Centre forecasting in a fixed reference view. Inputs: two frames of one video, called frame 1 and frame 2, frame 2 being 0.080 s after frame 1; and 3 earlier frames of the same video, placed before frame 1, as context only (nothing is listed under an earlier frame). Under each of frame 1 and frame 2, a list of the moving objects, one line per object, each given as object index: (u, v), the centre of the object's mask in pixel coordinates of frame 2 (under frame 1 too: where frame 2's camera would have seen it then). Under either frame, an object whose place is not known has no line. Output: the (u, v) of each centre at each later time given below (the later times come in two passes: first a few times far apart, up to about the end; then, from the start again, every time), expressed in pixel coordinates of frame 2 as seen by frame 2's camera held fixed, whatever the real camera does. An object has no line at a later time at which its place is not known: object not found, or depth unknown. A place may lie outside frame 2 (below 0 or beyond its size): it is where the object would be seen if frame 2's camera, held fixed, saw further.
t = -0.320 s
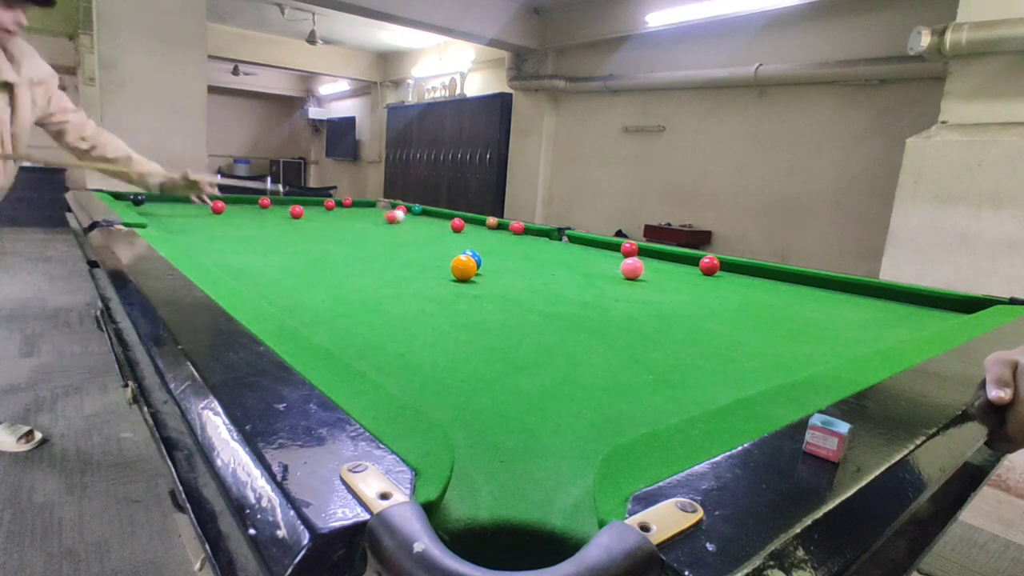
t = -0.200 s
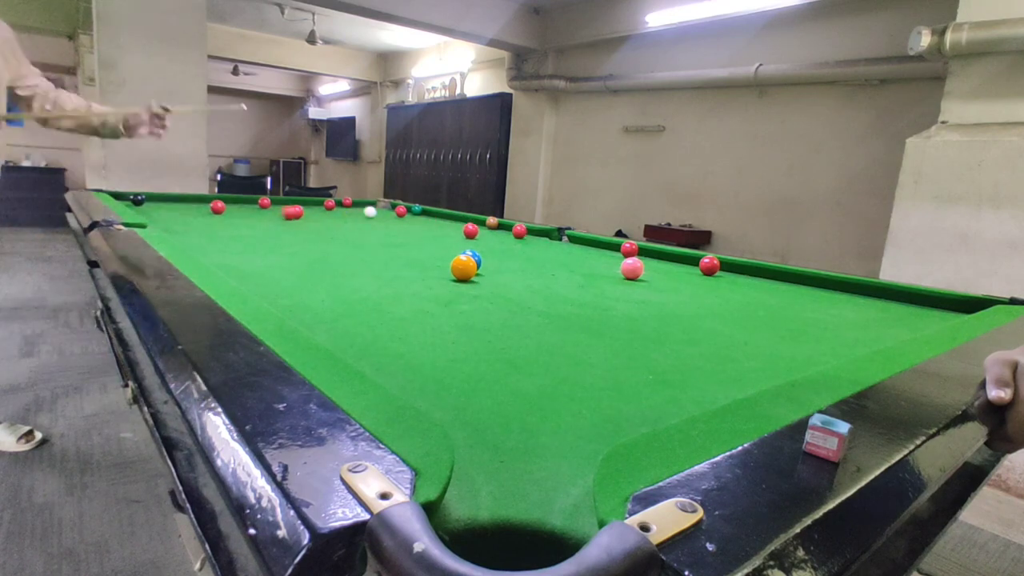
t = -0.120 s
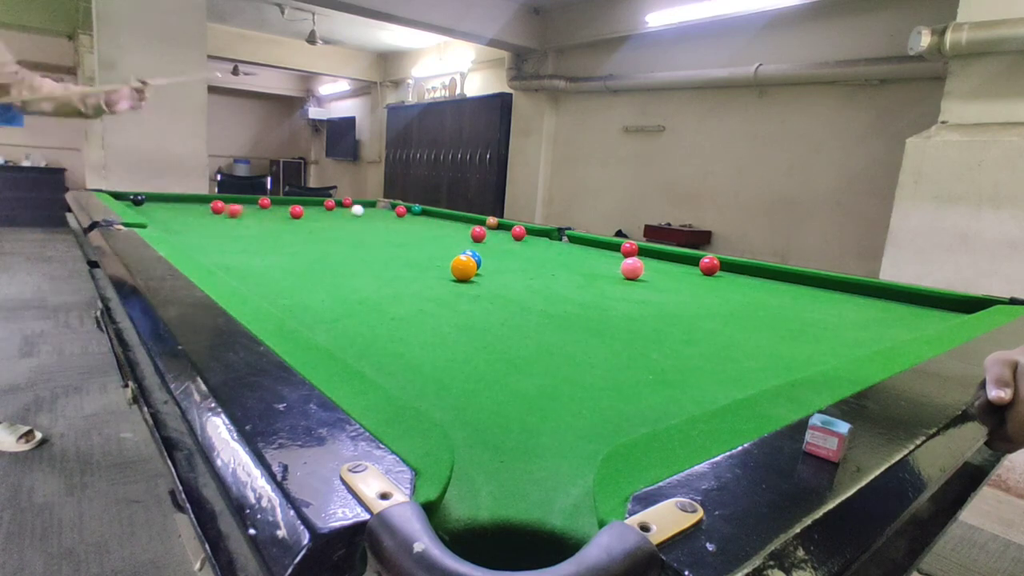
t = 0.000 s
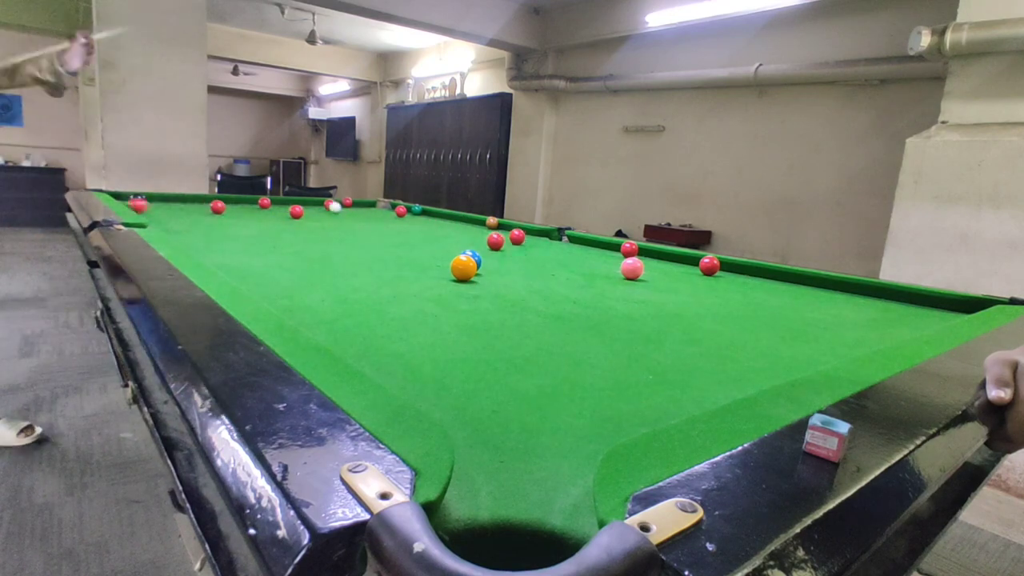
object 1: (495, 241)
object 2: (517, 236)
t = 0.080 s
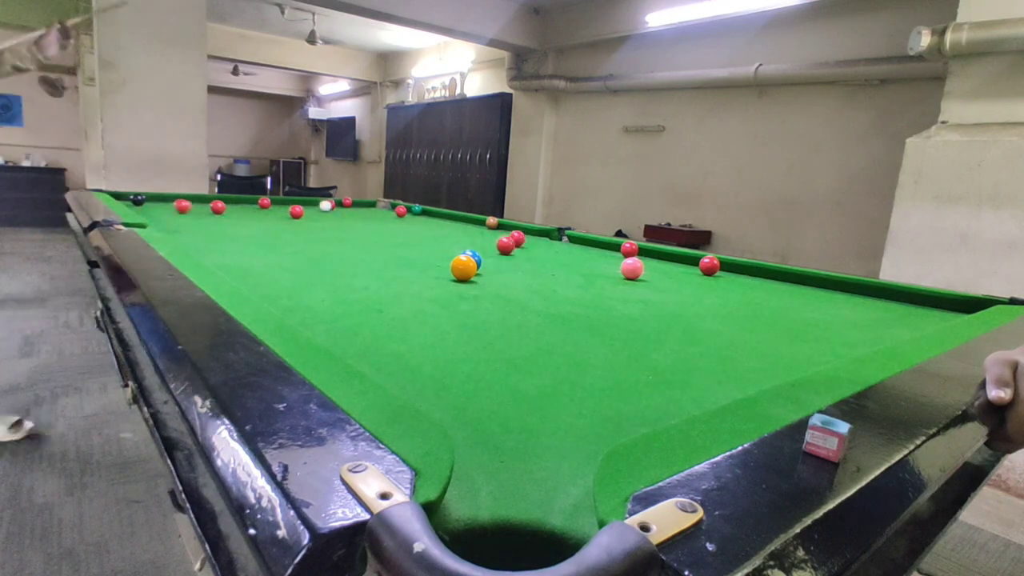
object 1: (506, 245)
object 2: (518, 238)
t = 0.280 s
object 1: (542, 259)
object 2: (517, 245)
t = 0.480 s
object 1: (589, 275)
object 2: (522, 253)
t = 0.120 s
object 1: (514, 249)
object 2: (518, 236)
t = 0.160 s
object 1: (519, 251)
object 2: (516, 238)
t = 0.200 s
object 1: (529, 254)
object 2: (516, 242)
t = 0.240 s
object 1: (536, 256)
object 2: (517, 244)
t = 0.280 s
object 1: (542, 259)
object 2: (517, 245)
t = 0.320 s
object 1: (553, 263)
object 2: (518, 247)
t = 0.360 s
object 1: (561, 265)
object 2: (519, 248)
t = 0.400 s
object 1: (573, 269)
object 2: (520, 251)
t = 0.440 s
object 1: (581, 272)
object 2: (521, 252)
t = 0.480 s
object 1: (589, 275)
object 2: (522, 253)
